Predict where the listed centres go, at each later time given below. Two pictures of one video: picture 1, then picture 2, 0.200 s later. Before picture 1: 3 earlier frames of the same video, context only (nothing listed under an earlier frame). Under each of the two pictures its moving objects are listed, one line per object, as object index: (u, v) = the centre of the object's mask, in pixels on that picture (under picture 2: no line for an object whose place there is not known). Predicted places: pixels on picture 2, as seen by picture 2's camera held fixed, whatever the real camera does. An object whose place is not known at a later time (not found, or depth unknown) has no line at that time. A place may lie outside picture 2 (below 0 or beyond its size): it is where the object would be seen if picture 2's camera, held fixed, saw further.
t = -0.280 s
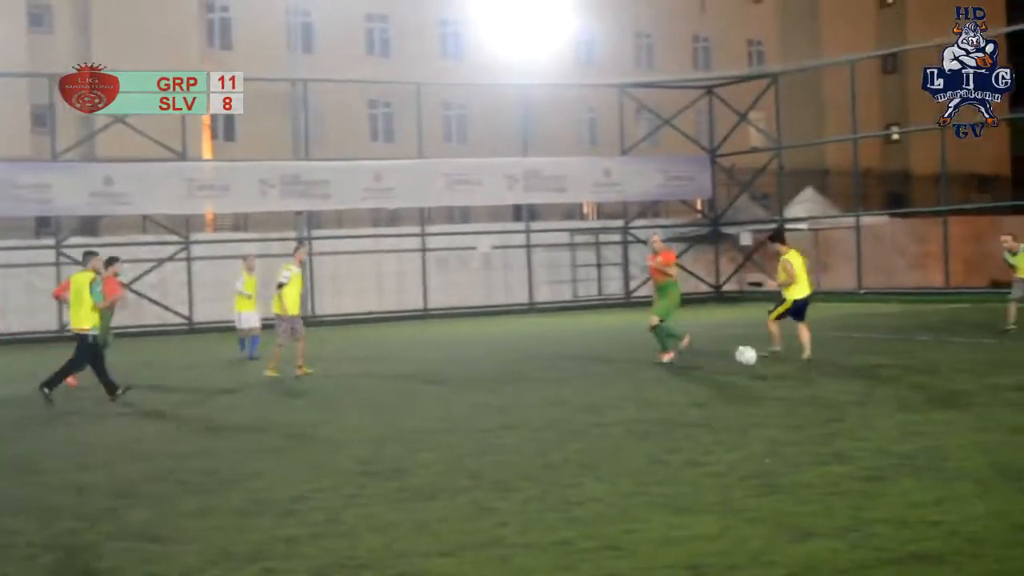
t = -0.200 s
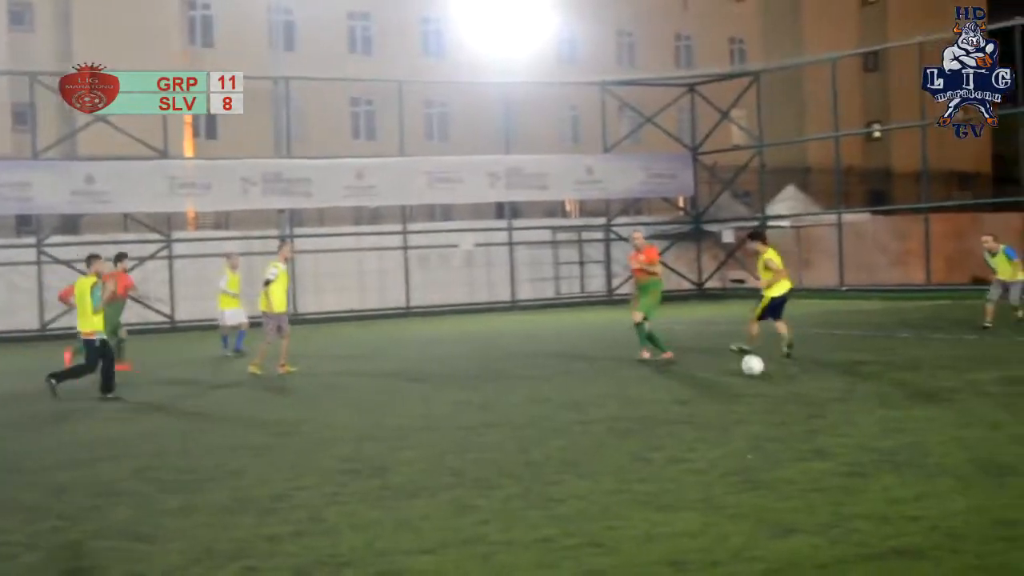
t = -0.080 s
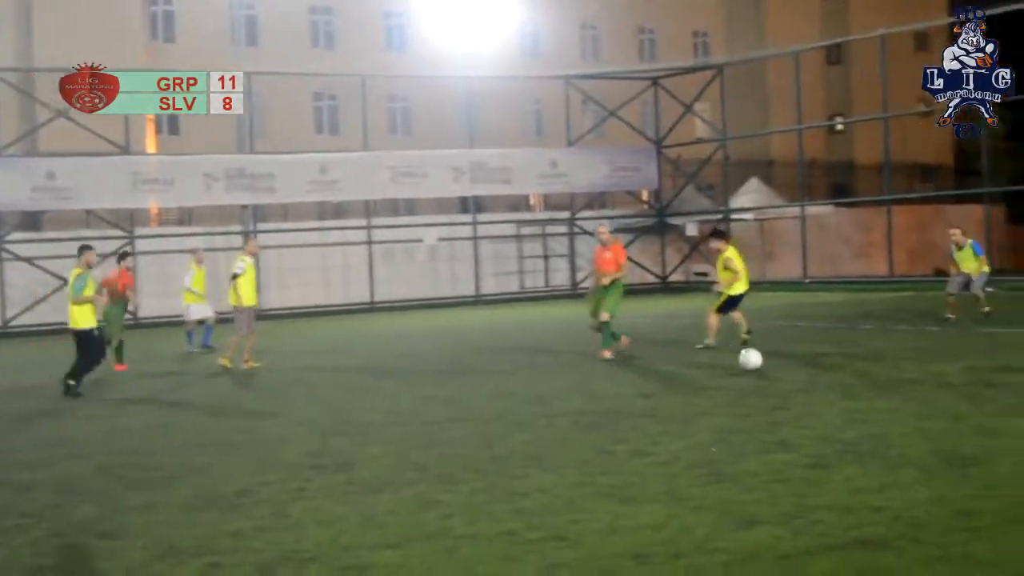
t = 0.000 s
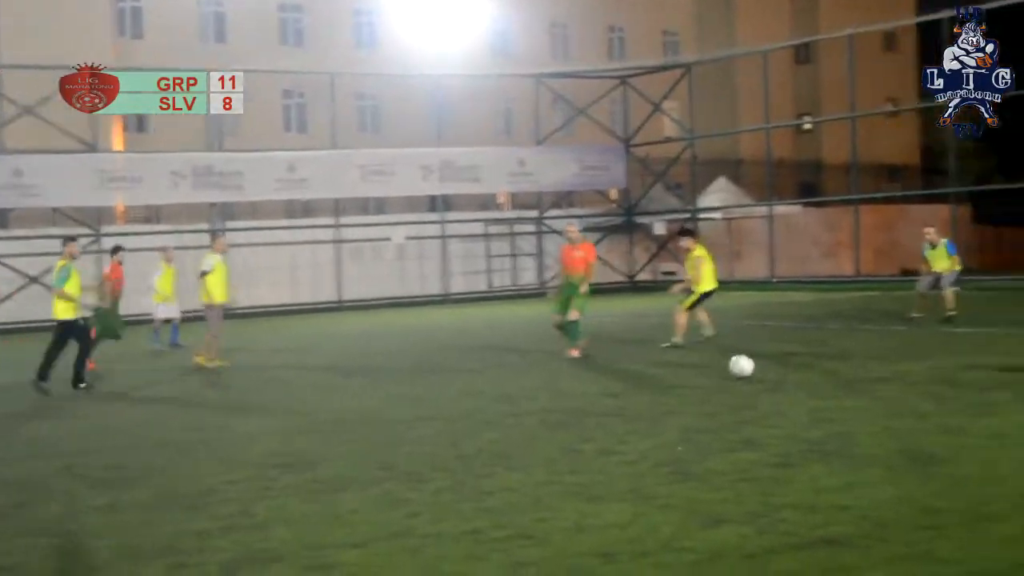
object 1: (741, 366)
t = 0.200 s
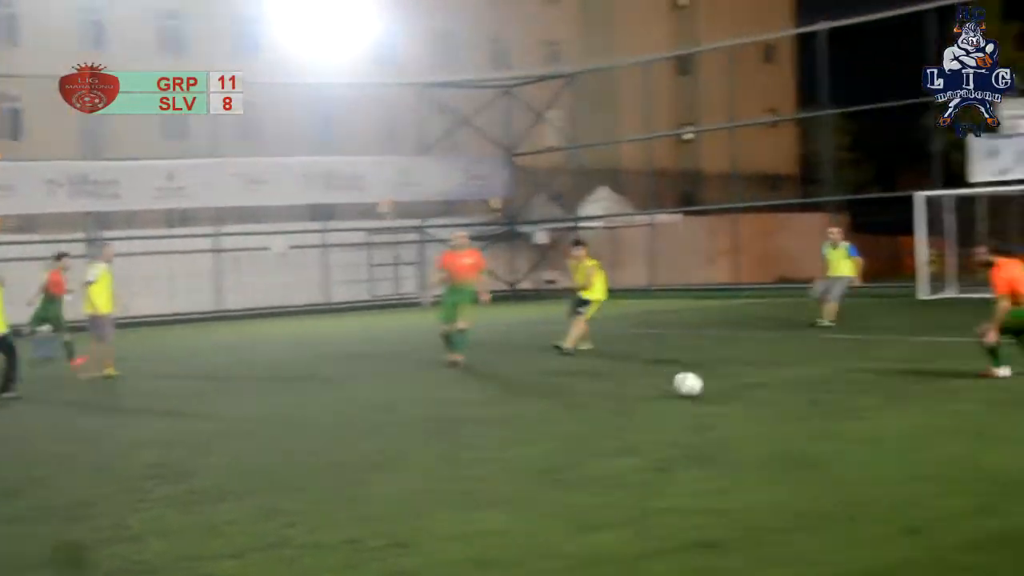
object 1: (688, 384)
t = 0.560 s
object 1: (804, 405)
